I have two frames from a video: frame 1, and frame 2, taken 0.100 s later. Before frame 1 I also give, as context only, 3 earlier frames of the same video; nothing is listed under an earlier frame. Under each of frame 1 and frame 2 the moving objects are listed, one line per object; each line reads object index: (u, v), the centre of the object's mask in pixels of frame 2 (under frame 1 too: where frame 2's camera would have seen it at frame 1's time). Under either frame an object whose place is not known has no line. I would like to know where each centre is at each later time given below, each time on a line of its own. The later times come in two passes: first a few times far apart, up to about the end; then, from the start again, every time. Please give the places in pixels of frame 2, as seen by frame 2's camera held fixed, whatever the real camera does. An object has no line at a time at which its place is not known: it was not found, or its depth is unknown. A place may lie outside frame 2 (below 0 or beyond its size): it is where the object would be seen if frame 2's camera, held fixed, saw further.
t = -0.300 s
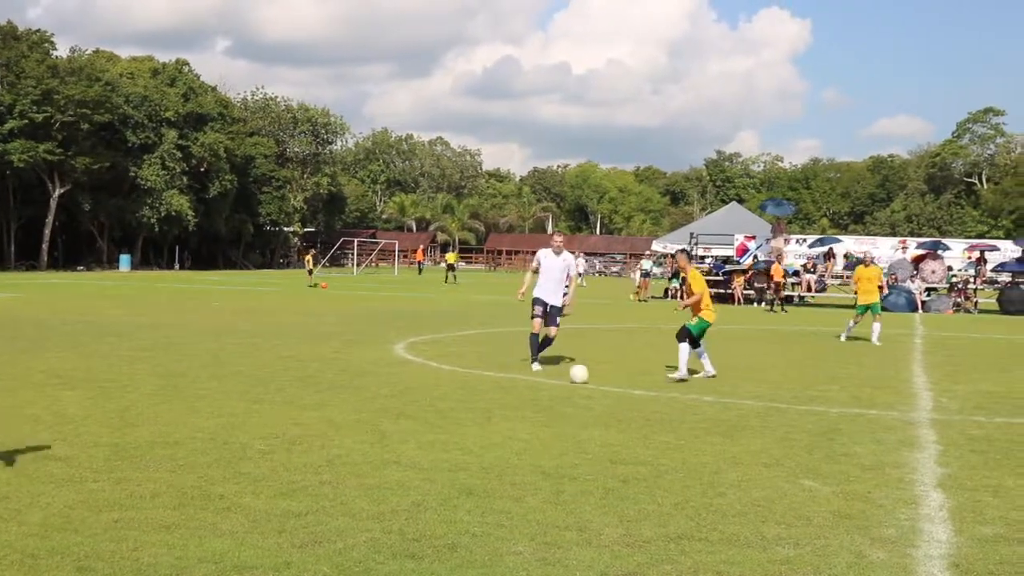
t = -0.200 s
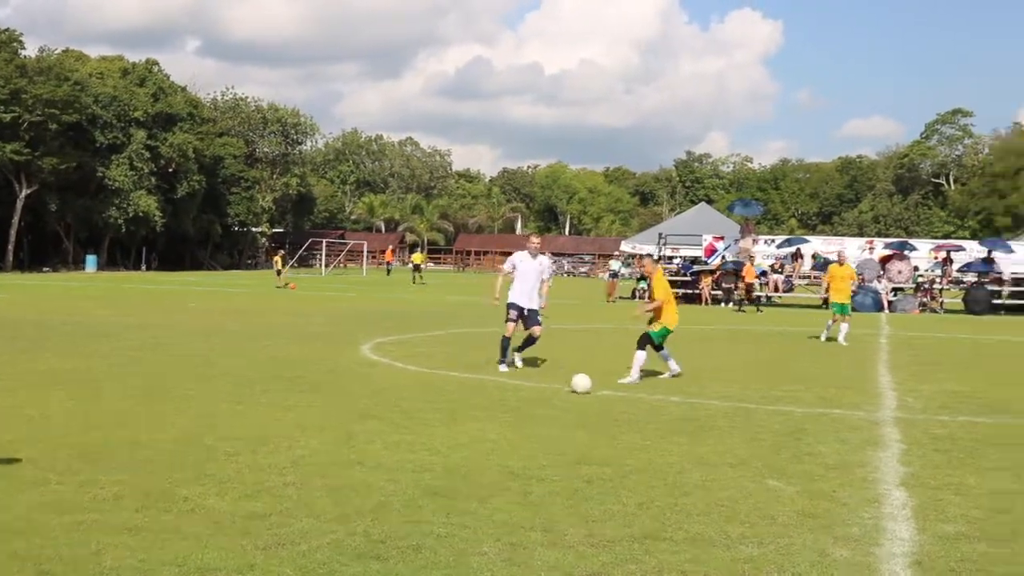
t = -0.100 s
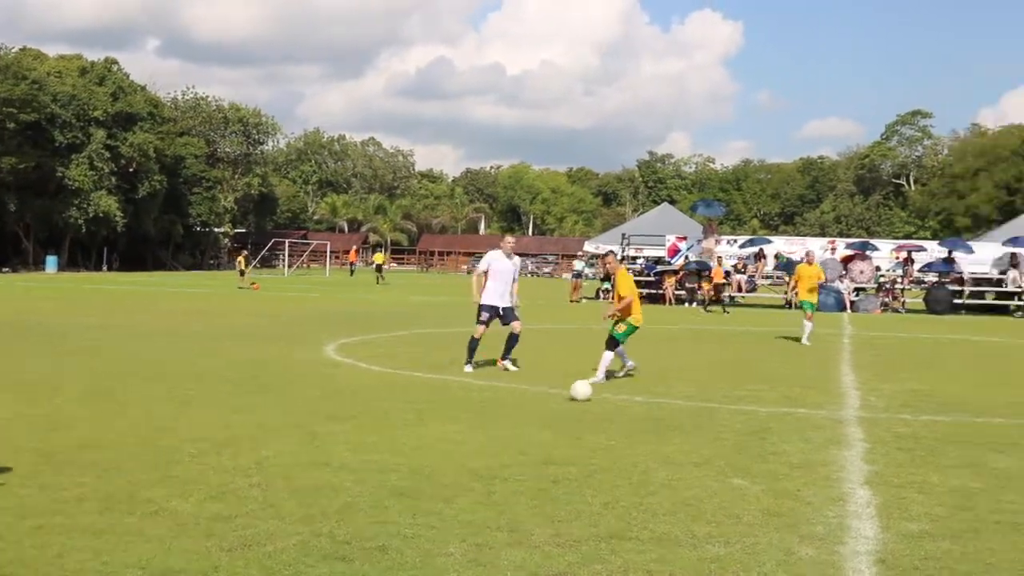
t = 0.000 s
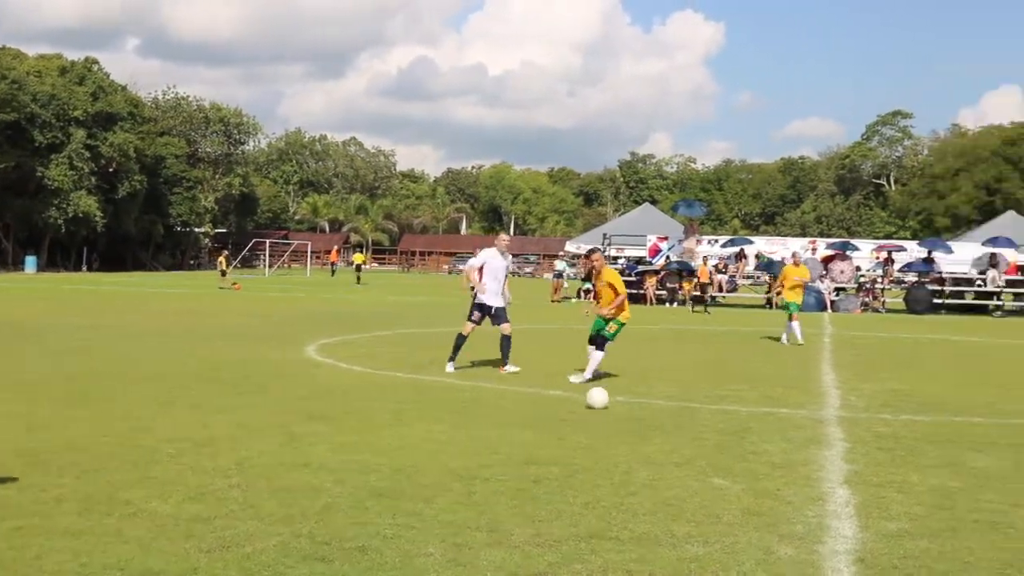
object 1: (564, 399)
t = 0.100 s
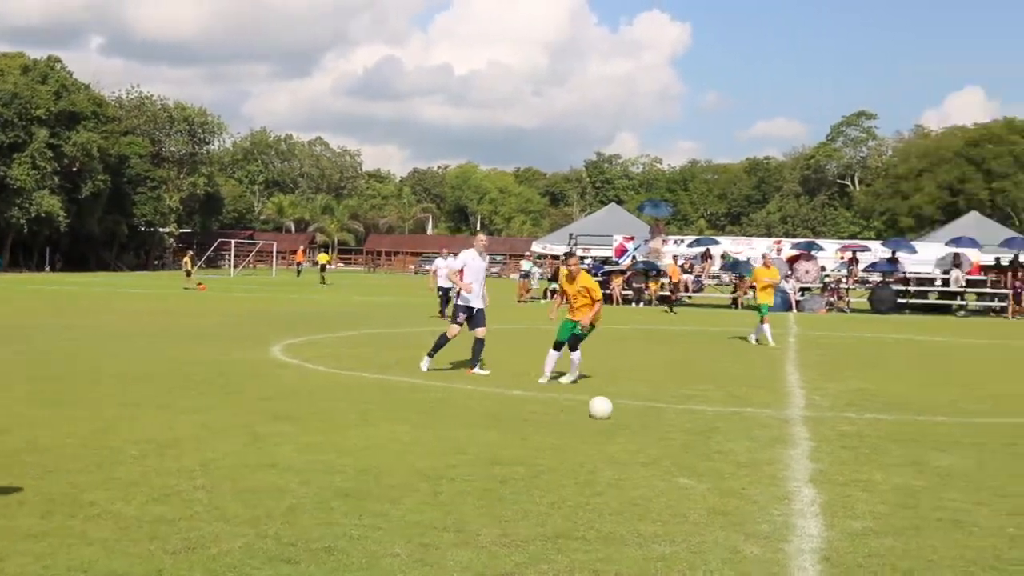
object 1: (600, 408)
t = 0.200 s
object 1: (637, 412)
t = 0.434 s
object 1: (731, 426)
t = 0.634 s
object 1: (826, 441)
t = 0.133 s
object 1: (612, 409)
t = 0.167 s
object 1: (624, 410)
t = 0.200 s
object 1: (637, 412)
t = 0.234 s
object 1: (649, 415)
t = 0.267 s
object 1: (662, 419)
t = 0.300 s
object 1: (676, 423)
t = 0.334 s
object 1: (689, 423)
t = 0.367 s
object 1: (703, 424)
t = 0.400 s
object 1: (717, 424)
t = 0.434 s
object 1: (731, 426)
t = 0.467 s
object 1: (746, 430)
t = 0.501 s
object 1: (761, 435)
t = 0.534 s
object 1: (777, 441)
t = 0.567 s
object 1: (792, 443)
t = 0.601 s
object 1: (809, 442)
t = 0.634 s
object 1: (826, 441)
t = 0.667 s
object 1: (843, 441)
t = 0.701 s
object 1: (861, 445)
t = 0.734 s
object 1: (879, 449)
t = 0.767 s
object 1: (898, 456)
